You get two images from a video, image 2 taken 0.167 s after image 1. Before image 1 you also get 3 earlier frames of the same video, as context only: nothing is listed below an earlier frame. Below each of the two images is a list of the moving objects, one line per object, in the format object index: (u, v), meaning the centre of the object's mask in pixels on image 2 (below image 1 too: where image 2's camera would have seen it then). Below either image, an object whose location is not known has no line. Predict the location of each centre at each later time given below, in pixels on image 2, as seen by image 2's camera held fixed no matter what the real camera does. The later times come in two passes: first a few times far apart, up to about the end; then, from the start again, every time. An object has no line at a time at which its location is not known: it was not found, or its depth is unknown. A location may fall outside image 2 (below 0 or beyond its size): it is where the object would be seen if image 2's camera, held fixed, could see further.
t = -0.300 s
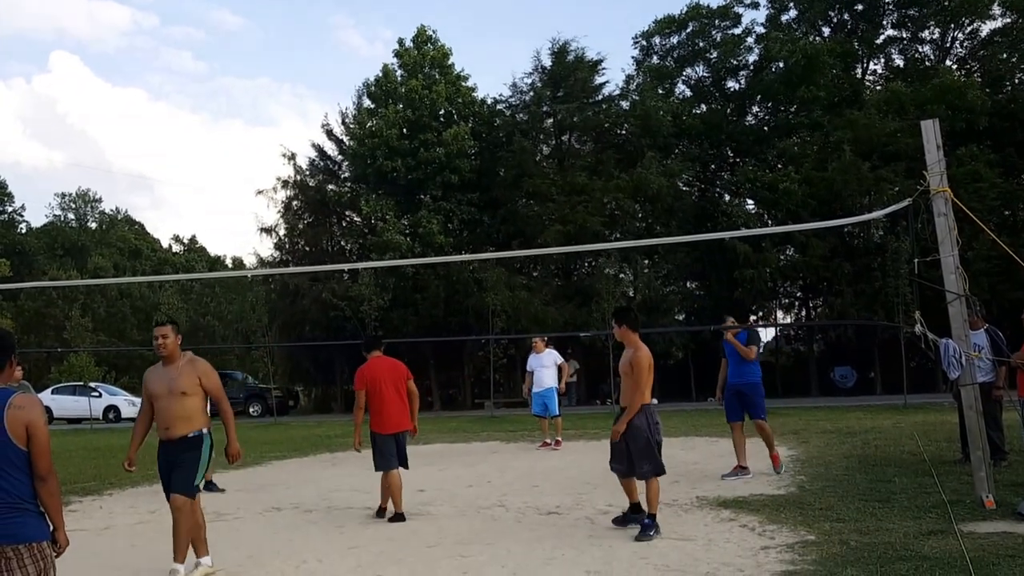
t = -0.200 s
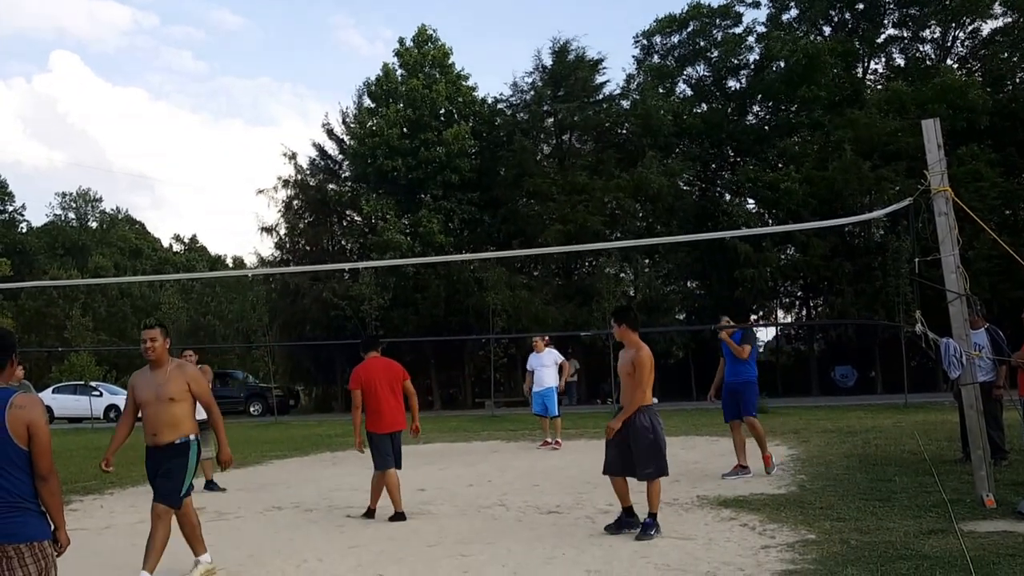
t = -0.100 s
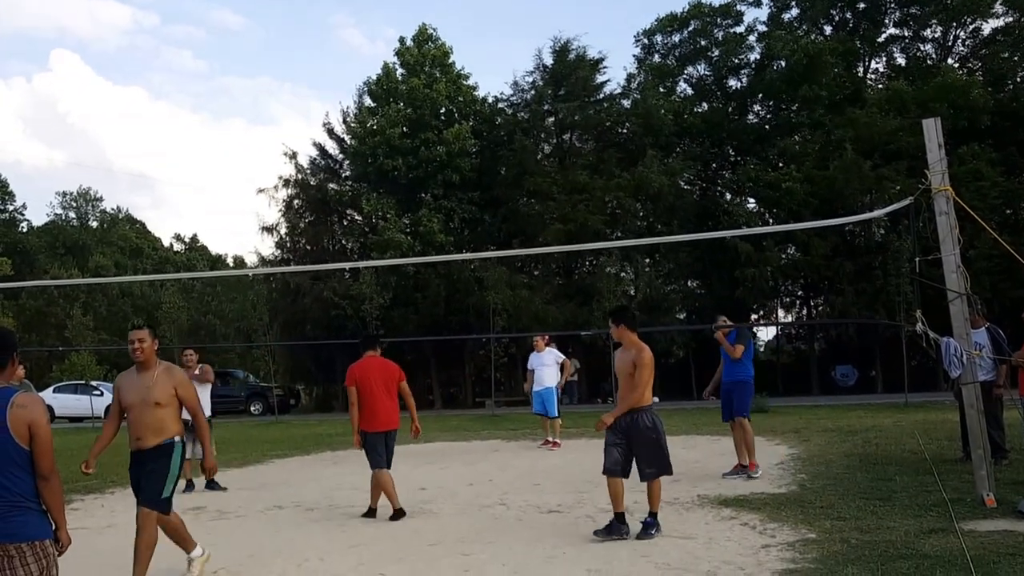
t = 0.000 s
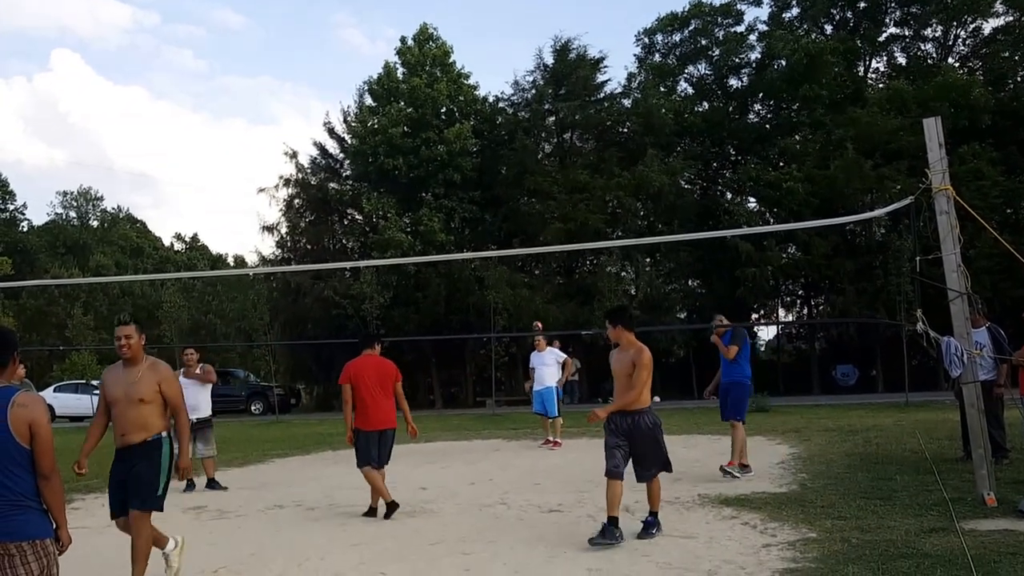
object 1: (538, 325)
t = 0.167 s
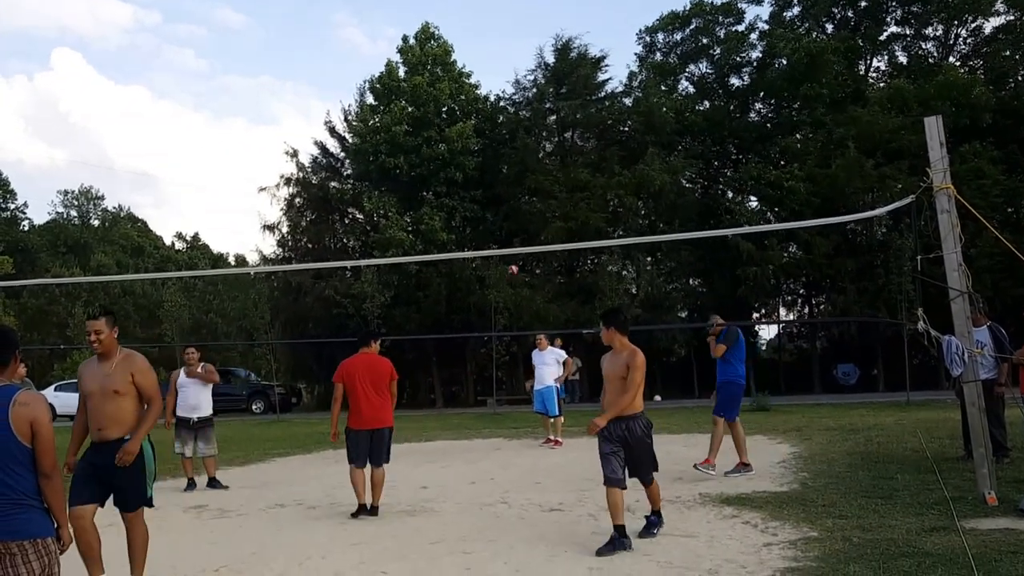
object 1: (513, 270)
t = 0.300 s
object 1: (492, 229)
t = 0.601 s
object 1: (445, 149)
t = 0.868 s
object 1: (399, 99)
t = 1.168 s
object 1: (341, 84)
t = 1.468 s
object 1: (272, 136)
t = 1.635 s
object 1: (226, 210)
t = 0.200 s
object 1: (508, 260)
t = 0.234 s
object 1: (503, 247)
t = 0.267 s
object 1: (497, 239)
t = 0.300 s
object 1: (492, 229)
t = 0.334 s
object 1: (487, 219)
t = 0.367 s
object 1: (482, 209)
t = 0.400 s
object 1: (477, 200)
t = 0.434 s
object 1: (471, 191)
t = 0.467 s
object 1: (467, 183)
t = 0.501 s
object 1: (461, 174)
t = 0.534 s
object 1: (456, 165)
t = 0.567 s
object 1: (450, 156)
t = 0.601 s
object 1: (445, 149)
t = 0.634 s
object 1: (439, 141)
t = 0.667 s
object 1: (433, 134)
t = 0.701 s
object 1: (428, 127)
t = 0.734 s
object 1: (422, 121)
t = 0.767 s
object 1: (416, 115)
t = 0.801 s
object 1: (410, 109)
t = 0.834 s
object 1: (405, 104)
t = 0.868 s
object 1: (399, 99)
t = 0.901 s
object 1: (394, 96)
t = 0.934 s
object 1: (388, 91)
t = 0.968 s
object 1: (382, 89)
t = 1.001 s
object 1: (375, 86)
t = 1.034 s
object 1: (368, 84)
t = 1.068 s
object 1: (362, 83)
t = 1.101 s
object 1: (355, 82)
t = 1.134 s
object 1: (348, 82)
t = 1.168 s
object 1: (341, 84)
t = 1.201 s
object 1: (333, 85)
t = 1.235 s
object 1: (326, 88)
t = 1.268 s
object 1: (319, 92)
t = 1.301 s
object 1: (311, 96)
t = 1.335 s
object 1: (303, 102)
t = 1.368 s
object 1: (296, 109)
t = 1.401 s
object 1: (288, 117)
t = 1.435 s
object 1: (280, 126)
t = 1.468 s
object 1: (272, 136)
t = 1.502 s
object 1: (263, 147)
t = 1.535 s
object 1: (254, 160)
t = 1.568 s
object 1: (245, 175)
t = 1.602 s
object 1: (236, 191)
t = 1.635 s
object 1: (226, 210)
